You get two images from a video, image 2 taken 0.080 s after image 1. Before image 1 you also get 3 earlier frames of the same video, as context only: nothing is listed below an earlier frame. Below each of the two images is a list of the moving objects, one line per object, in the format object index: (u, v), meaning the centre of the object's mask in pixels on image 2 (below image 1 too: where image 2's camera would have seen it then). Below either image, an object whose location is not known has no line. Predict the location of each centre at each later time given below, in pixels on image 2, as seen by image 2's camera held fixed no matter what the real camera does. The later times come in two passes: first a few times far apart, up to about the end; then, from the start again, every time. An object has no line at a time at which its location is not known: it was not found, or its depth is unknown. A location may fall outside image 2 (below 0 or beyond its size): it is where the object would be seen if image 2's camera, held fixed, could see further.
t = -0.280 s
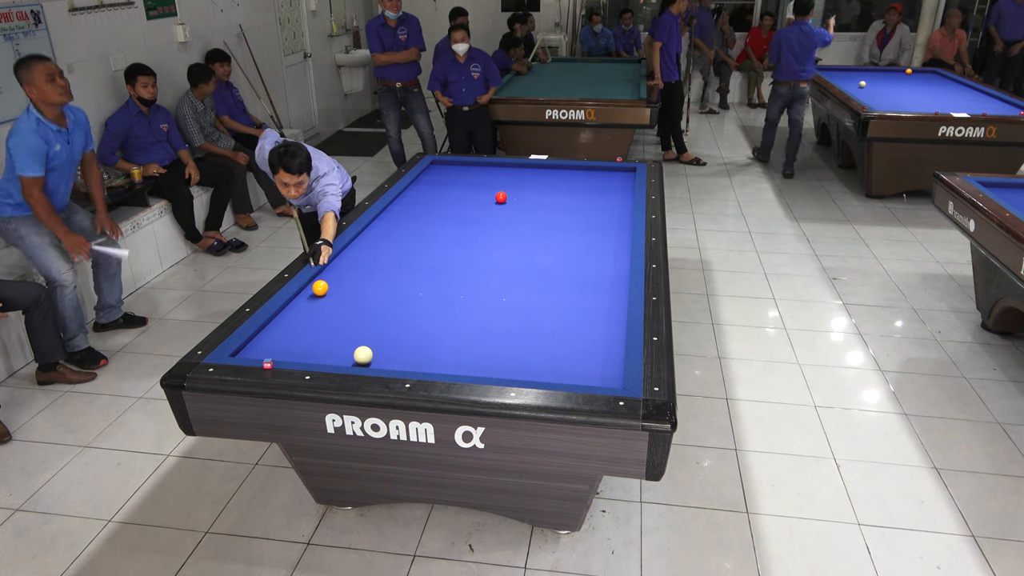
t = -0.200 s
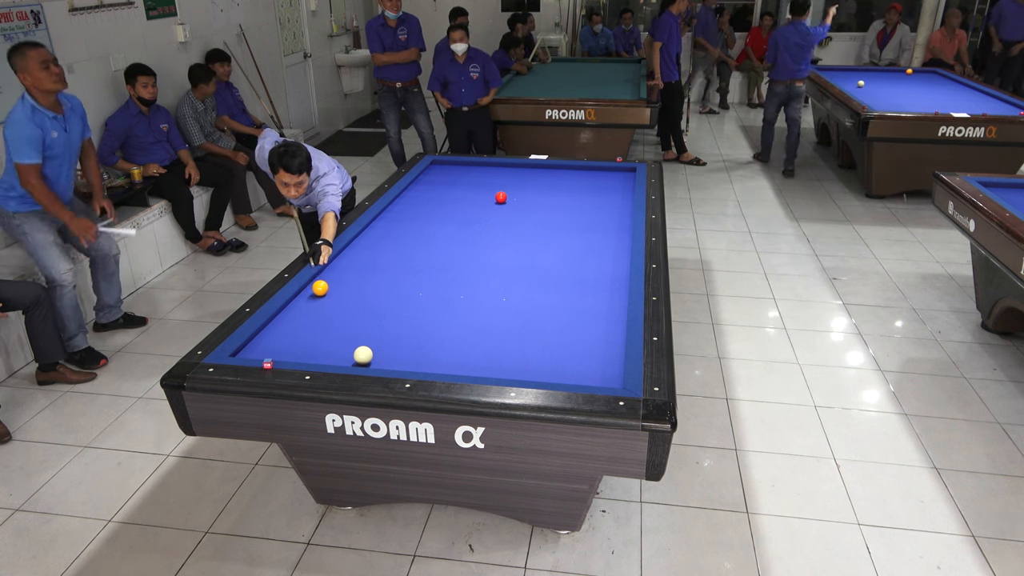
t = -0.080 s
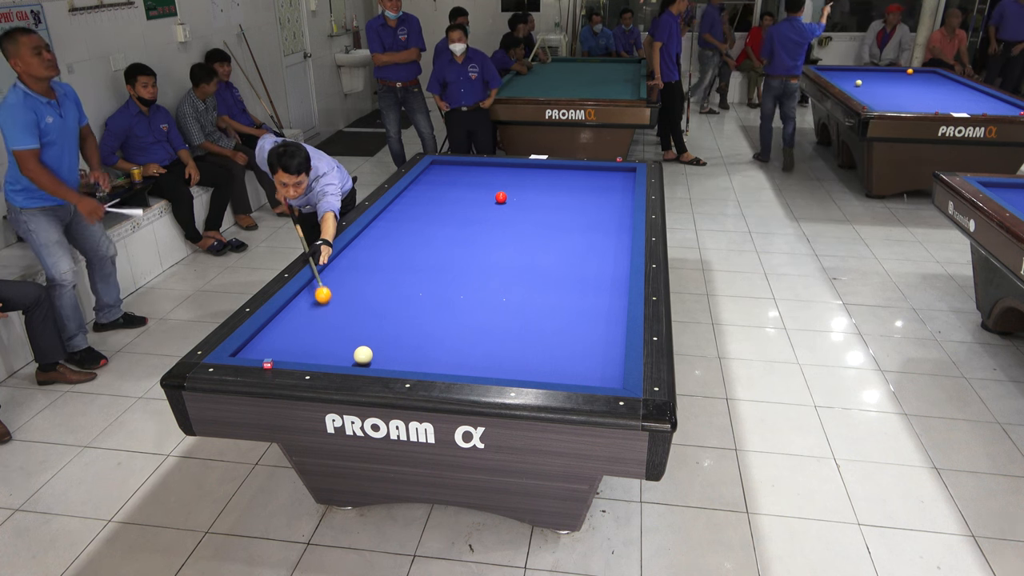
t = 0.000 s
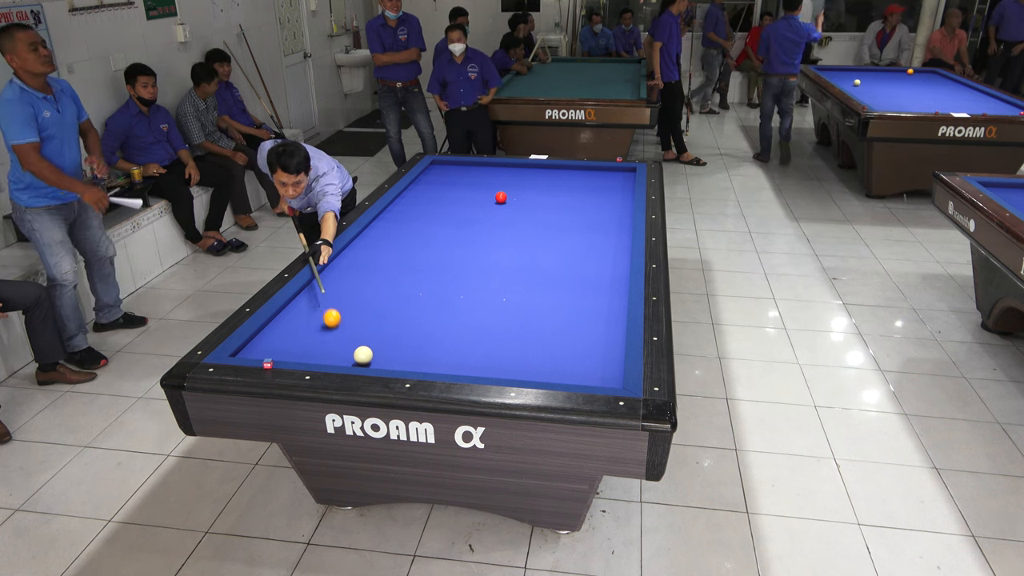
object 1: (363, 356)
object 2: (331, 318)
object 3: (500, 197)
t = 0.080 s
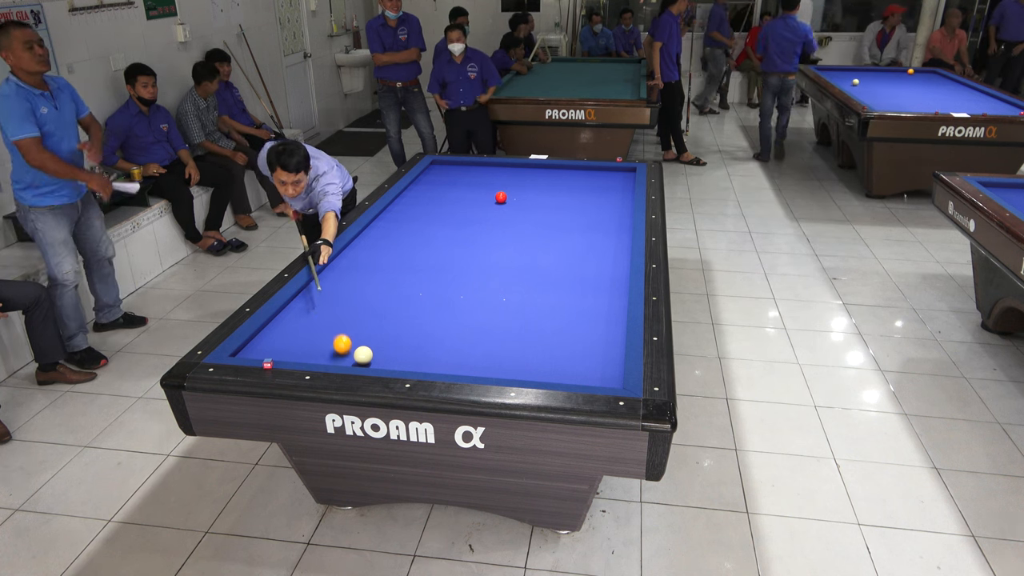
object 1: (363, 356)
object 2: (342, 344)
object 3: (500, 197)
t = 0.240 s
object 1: (417, 362)
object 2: (352, 338)
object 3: (500, 197)
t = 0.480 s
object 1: (497, 372)
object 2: (384, 294)
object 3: (500, 197)
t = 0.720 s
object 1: (573, 377)
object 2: (413, 267)
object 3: (500, 197)
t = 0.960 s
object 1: (588, 377)
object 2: (438, 246)
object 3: (500, 197)
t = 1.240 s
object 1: (538, 372)
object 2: (463, 225)
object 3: (500, 197)
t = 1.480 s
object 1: (499, 368)
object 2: (482, 210)
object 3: (500, 198)
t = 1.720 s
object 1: (463, 365)
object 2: (491, 199)
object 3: (508, 194)
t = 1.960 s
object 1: (428, 361)
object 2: (486, 195)
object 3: (526, 187)
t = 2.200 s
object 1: (394, 358)
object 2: (483, 190)
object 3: (541, 182)
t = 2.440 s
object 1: (362, 354)
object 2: (480, 186)
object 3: (555, 176)
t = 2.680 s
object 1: (332, 351)
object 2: (477, 182)
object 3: (568, 171)
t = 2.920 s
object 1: (303, 348)
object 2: (474, 178)
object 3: (579, 167)
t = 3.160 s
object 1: (275, 345)
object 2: (472, 174)
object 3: (585, 170)
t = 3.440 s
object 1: (259, 343)
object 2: (469, 171)
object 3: (592, 174)
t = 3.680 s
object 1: (274, 344)
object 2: (467, 168)
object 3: (598, 177)
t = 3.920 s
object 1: (288, 345)
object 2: (465, 165)
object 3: (603, 180)
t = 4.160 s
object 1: (301, 346)
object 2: (462, 163)
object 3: (609, 182)
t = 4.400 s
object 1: (314, 346)
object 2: (459, 164)
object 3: (614, 185)
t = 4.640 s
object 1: (325, 347)
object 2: (455, 165)
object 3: (619, 188)
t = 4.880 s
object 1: (336, 348)
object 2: (452, 166)
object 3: (624, 190)
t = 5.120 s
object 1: (346, 349)
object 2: (450, 167)
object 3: (629, 192)
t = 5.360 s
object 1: (356, 350)
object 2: (447, 167)
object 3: (626, 194)
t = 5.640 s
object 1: (366, 350)
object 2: (445, 168)
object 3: (624, 195)
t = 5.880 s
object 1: (373, 351)
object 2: (443, 168)
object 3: (621, 196)
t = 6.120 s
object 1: (380, 351)
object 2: (442, 169)
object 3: (619, 197)
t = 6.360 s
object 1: (386, 352)
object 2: (441, 169)
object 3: (618, 198)
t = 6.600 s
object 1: (391, 352)
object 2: (441, 169)
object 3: (616, 198)
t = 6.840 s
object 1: (395, 352)
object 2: (440, 169)
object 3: (615, 198)
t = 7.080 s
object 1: (398, 352)
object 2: (440, 169)
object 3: (615, 199)
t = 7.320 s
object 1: (401, 352)
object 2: (441, 169)
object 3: (614, 199)
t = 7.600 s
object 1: (402, 353)
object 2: (440, 169)
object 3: (614, 199)
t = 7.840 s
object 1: (402, 353)
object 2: (441, 169)
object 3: (614, 199)
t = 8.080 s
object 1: (402, 353)
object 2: (440, 169)
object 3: (614, 199)
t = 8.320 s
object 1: (402, 353)
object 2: (441, 169)
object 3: (614, 199)
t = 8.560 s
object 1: (402, 353)
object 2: (441, 169)
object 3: (614, 199)
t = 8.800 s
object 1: (402, 353)
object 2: (440, 169)
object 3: (614, 199)
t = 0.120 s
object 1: (369, 357)
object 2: (342, 357)
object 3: (500, 197)
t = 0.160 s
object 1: (386, 359)
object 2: (340, 357)
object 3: (500, 197)
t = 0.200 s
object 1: (402, 361)
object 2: (346, 348)
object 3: (500, 197)
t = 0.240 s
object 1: (417, 362)
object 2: (352, 338)
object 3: (500, 197)
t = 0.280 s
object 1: (431, 364)
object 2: (358, 330)
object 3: (500, 197)
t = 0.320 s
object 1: (445, 366)
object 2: (363, 321)
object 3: (500, 197)
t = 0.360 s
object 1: (458, 367)
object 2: (369, 314)
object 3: (500, 197)
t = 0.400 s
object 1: (471, 369)
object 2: (374, 307)
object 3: (500, 197)
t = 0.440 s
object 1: (484, 370)
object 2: (379, 300)
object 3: (500, 197)
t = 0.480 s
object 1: (497, 372)
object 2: (384, 294)
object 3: (500, 197)
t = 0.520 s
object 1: (510, 373)
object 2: (389, 289)
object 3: (501, 197)
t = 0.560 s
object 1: (522, 374)
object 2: (394, 284)
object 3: (501, 197)
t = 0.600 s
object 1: (535, 375)
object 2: (399, 279)
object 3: (501, 197)
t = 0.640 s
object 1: (548, 376)
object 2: (404, 275)
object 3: (500, 197)
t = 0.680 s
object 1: (560, 376)
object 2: (408, 271)
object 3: (500, 197)
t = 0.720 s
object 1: (573, 377)
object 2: (413, 267)
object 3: (500, 197)
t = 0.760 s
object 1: (586, 378)
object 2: (417, 263)
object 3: (500, 197)
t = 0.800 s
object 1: (598, 379)
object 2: (422, 260)
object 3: (500, 197)
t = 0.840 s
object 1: (611, 380)
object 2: (426, 256)
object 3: (500, 197)
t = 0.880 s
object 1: (608, 379)
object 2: (430, 253)
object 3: (500, 197)
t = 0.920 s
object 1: (597, 378)
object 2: (434, 249)
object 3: (501, 197)
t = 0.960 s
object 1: (588, 377)
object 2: (438, 246)
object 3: (500, 197)
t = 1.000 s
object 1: (579, 376)
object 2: (442, 243)
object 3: (501, 197)
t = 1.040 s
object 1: (571, 376)
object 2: (446, 240)
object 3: (500, 197)
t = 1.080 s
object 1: (564, 375)
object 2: (449, 237)
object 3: (501, 197)
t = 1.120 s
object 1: (558, 374)
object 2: (453, 234)
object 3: (500, 197)
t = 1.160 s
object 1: (551, 374)
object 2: (457, 231)
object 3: (500, 197)
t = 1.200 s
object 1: (544, 373)
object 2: (460, 228)
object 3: (500, 197)
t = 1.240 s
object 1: (538, 372)
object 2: (463, 225)
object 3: (500, 197)
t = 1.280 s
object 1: (531, 372)
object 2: (466, 223)
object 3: (500, 197)
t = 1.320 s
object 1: (525, 371)
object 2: (470, 220)
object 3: (501, 197)
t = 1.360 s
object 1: (519, 370)
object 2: (473, 217)
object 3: (501, 197)
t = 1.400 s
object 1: (512, 370)
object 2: (476, 215)
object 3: (500, 197)
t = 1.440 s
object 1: (506, 369)
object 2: (479, 212)
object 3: (500, 197)
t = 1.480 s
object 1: (499, 368)
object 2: (482, 210)
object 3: (500, 198)
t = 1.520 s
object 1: (493, 368)
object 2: (485, 208)
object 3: (500, 198)
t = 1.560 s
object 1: (487, 367)
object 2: (488, 205)
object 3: (501, 198)
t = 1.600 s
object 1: (481, 367)
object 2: (490, 203)
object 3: (501, 197)
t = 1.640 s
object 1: (475, 366)
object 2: (493, 201)
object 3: (502, 197)
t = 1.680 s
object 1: (469, 365)
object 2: (492, 200)
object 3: (504, 196)
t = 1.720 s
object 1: (463, 365)
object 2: (491, 199)
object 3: (508, 194)
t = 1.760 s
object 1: (457, 364)
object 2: (489, 199)
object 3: (512, 193)
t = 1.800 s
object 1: (451, 363)
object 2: (489, 198)
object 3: (515, 192)
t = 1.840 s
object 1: (445, 363)
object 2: (488, 197)
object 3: (518, 191)
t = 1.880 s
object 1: (439, 362)
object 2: (487, 196)
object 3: (521, 189)
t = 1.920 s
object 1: (433, 362)
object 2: (487, 195)
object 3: (523, 189)
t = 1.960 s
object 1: (428, 361)
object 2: (486, 195)
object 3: (526, 187)
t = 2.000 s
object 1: (422, 361)
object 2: (486, 194)
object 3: (529, 186)
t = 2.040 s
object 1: (416, 360)
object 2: (485, 193)
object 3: (531, 185)
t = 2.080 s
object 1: (411, 359)
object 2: (485, 192)
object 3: (534, 184)
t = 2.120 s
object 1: (405, 359)
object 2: (484, 191)
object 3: (536, 183)
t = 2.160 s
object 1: (400, 358)
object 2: (484, 191)
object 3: (538, 182)
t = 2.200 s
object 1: (394, 358)
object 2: (483, 190)
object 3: (541, 182)
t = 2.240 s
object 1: (389, 357)
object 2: (483, 189)
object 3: (543, 180)
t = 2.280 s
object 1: (383, 356)
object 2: (482, 188)
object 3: (546, 179)
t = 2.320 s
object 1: (378, 356)
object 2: (481, 188)
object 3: (548, 178)
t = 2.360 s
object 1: (373, 355)
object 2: (481, 187)
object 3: (550, 177)
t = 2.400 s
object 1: (367, 355)
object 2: (480, 186)
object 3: (553, 177)
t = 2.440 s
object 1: (362, 354)
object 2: (480, 186)
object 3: (555, 176)
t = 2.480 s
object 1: (357, 354)
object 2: (479, 185)
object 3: (557, 175)
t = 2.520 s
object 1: (352, 353)
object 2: (479, 184)
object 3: (559, 174)
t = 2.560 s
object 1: (347, 352)
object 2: (478, 184)
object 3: (562, 173)
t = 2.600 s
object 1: (342, 352)
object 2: (478, 183)
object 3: (564, 172)
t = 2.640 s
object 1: (337, 351)
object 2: (477, 182)
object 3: (566, 171)
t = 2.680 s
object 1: (332, 351)
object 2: (477, 182)
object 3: (568, 171)
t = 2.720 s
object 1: (327, 350)
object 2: (476, 181)
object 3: (570, 170)
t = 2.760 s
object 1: (322, 350)
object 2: (476, 180)
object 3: (572, 169)
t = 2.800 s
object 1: (317, 350)
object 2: (476, 180)
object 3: (574, 168)
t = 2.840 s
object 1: (312, 349)
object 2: (475, 179)
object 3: (576, 167)
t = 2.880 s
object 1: (307, 348)
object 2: (474, 178)
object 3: (578, 167)
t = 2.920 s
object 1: (303, 348)
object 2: (474, 178)
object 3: (579, 167)
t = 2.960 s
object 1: (298, 348)
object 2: (474, 177)
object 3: (580, 168)
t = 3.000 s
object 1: (293, 347)
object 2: (473, 177)
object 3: (581, 168)
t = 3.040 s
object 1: (288, 346)
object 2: (473, 176)
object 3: (582, 169)
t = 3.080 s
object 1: (284, 346)
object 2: (472, 176)
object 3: (583, 169)
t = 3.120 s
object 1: (279, 346)
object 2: (472, 175)
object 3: (584, 170)
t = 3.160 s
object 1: (275, 345)
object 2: (472, 174)
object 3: (585, 170)
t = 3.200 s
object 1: (270, 344)
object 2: (471, 174)
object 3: (586, 171)
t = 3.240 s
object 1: (266, 344)
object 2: (471, 173)
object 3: (587, 172)
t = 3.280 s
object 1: (261, 344)
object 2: (470, 173)
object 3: (588, 172)
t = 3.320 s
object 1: (257, 343)
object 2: (470, 172)
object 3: (589, 172)
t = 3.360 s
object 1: (253, 343)
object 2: (470, 172)
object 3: (590, 173)
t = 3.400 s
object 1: (257, 343)
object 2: (469, 171)
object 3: (591, 173)
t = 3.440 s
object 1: (259, 343)
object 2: (469, 171)
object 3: (592, 174)
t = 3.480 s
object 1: (262, 343)
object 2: (468, 170)
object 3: (593, 174)
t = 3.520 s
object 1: (264, 343)
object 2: (468, 170)
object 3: (594, 175)
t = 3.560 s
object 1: (267, 343)
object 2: (468, 169)
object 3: (595, 176)
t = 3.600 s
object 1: (269, 344)
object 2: (467, 169)
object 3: (596, 176)
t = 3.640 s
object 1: (272, 344)
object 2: (467, 168)
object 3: (597, 177)
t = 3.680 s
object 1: (274, 344)
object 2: (467, 168)
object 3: (598, 177)
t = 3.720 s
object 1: (277, 344)
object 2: (466, 167)
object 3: (599, 177)
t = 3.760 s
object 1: (279, 344)
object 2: (466, 167)
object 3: (599, 178)
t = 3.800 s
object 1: (281, 344)
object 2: (466, 166)
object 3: (600, 178)
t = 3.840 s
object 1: (284, 345)
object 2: (465, 166)
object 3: (601, 178)
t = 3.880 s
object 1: (286, 345)
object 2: (465, 165)
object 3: (602, 179)
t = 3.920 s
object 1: (288, 345)
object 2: (465, 165)
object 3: (603, 180)
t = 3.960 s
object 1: (290, 345)
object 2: (464, 164)
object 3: (604, 180)
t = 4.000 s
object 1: (293, 345)
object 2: (464, 164)
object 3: (605, 181)
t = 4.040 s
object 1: (295, 345)
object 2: (464, 164)
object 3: (606, 181)
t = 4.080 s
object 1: (297, 345)
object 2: (463, 163)
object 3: (607, 182)
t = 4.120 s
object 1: (299, 346)
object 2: (463, 163)
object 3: (608, 182)
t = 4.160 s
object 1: (301, 346)
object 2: (462, 163)
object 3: (609, 182)
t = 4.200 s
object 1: (304, 346)
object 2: (462, 163)
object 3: (610, 183)
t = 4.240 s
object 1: (306, 346)
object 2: (461, 163)
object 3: (610, 183)
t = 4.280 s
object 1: (308, 346)
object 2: (460, 163)
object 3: (611, 184)
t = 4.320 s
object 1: (310, 346)
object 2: (460, 163)
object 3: (612, 184)
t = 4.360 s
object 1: (312, 346)
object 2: (459, 164)
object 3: (613, 185)
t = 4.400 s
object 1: (314, 346)
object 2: (459, 164)
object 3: (614, 185)
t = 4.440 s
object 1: (316, 347)
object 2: (458, 164)
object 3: (615, 185)
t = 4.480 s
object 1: (318, 347)
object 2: (458, 164)
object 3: (616, 186)
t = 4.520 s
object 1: (320, 347)
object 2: (457, 164)
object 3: (617, 186)
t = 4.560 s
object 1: (322, 347)
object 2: (456, 165)
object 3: (617, 187)
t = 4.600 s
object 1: (324, 347)
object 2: (456, 165)
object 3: (618, 187)
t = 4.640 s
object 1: (325, 347)
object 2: (455, 165)
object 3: (619, 188)
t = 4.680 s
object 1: (327, 348)
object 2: (455, 165)
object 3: (620, 188)
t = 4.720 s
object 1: (329, 348)
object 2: (454, 165)
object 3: (621, 188)
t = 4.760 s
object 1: (331, 348)
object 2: (454, 165)
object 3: (622, 189)
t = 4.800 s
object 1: (333, 348)
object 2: (453, 165)
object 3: (623, 189)
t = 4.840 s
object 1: (335, 348)
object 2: (453, 166)
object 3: (624, 190)
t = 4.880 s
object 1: (336, 348)
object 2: (452, 166)
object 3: (624, 190)
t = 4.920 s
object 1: (338, 348)
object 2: (452, 166)
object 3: (625, 190)
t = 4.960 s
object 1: (340, 349)
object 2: (452, 166)
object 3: (626, 191)
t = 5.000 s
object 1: (341, 349)
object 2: (451, 166)
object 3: (627, 191)
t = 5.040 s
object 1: (343, 349)
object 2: (450, 166)
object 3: (628, 191)
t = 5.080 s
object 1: (345, 349)
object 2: (450, 167)
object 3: (628, 192)
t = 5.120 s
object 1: (346, 349)
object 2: (450, 167)
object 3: (629, 192)
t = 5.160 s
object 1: (348, 349)
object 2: (449, 167)
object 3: (628, 192)
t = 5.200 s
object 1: (349, 349)
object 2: (449, 167)
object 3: (628, 193)
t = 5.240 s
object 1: (351, 349)
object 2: (448, 167)
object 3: (628, 193)
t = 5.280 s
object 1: (352, 349)
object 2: (448, 167)
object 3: (627, 193)
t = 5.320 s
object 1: (354, 350)
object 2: (448, 167)
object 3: (627, 194)
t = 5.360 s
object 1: (356, 350)
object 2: (447, 167)
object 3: (626, 194)
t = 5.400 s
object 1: (357, 350)
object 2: (447, 167)
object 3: (626, 194)
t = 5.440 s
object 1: (359, 350)
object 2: (447, 168)
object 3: (626, 194)
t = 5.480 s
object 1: (360, 350)
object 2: (446, 168)
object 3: (625, 194)
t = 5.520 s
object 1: (361, 350)
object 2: (446, 168)
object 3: (625, 194)
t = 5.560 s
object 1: (363, 350)
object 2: (446, 168)
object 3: (624, 195)
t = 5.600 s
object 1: (364, 350)
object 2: (445, 168)
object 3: (624, 195)
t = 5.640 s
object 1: (366, 350)
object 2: (445, 168)
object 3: (624, 195)
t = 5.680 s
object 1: (367, 350)
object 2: (445, 168)
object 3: (623, 195)
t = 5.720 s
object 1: (368, 350)
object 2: (444, 168)
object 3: (623, 195)
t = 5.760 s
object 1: (369, 350)
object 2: (444, 168)
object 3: (622, 195)
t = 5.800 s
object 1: (371, 350)
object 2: (444, 168)
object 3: (622, 196)
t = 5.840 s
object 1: (372, 351)
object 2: (444, 168)
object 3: (622, 196)
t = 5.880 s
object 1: (373, 351)
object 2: (443, 168)
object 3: (621, 196)
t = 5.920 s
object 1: (374, 351)
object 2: (443, 169)
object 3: (621, 196)
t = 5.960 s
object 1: (375, 351)
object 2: (443, 169)
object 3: (621, 196)
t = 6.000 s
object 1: (377, 351)
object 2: (443, 169)
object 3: (620, 197)
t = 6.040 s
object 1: (378, 351)
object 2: (442, 169)
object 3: (620, 197)
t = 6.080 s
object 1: (379, 351)
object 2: (442, 169)
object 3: (620, 197)
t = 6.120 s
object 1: (380, 351)
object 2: (442, 169)
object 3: (619, 197)
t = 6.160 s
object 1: (381, 351)
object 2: (442, 169)
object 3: (619, 197)
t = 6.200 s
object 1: (382, 351)
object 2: (442, 169)
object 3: (619, 197)
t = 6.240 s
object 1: (383, 351)
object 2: (441, 169)
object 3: (619, 197)
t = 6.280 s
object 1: (384, 351)
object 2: (441, 169)
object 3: (618, 198)
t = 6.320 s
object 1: (385, 351)
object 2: (441, 169)
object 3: (618, 198)
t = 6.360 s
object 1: (386, 352)
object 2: (441, 169)
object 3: (618, 198)
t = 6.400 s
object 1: (387, 351)
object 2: (441, 169)
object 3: (617, 198)
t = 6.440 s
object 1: (388, 351)
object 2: (441, 169)
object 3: (617, 198)
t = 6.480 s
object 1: (388, 352)
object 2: (441, 169)
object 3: (617, 198)
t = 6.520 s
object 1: (389, 352)
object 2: (441, 169)
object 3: (617, 198)
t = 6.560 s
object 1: (390, 352)
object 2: (441, 169)
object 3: (616, 198)
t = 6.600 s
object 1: (391, 352)
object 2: (441, 169)
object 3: (616, 198)
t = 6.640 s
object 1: (392, 352)
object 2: (441, 169)
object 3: (616, 198)
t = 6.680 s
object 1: (392, 352)
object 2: (441, 169)
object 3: (616, 198)
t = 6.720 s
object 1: (393, 352)
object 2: (440, 169)
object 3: (616, 198)
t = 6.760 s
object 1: (394, 352)
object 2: (440, 169)
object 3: (616, 198)
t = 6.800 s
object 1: (394, 352)
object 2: (440, 169)
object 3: (615, 198)
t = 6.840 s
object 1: (395, 352)
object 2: (440, 169)
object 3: (615, 198)
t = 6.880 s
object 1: (396, 352)
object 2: (440, 169)
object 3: (615, 199)
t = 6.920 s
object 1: (396, 352)
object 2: (440, 169)
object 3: (615, 198)
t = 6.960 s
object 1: (397, 352)
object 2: (440, 169)
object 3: (615, 199)
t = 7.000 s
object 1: (397, 352)
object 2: (440, 169)
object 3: (615, 199)
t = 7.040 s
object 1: (398, 352)
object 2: (440, 169)
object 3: (615, 199)
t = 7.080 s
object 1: (398, 352)
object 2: (440, 169)
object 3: (615, 199)
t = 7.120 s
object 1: (399, 352)
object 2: (440, 169)
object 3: (615, 199)
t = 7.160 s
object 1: (399, 352)
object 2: (440, 169)
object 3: (615, 199)
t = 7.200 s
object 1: (400, 352)
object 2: (440, 169)
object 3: (614, 199)
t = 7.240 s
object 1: (400, 352)
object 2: (440, 169)
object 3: (614, 199)
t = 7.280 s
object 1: (400, 352)
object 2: (441, 169)
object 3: (614, 199)
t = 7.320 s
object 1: (401, 352)
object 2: (441, 169)
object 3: (614, 199)
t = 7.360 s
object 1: (401, 352)
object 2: (440, 169)
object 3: (614, 199)
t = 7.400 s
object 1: (401, 353)
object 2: (440, 169)
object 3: (614, 199)
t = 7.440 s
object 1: (401, 353)
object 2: (440, 169)
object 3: (614, 199)
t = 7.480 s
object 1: (401, 353)
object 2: (441, 169)
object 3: (614, 199)
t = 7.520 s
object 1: (402, 353)
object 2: (441, 169)
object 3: (614, 199)
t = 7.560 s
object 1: (402, 353)
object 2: (440, 169)
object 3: (614, 199)
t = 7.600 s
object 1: (402, 353)
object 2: (440, 169)
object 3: (614, 199)
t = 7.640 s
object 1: (402, 353)
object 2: (440, 169)
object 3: (614, 199)
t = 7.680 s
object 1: (402, 353)
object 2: (440, 169)
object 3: (614, 199)
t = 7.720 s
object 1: (402, 353)
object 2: (441, 169)
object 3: (614, 199)
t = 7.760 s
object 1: (402, 353)
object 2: (441, 169)
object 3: (614, 199)
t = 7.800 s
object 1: (402, 353)
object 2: (441, 169)
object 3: (614, 199)
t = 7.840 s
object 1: (402, 353)
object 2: (441, 169)
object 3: (614, 199)
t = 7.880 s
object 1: (402, 353)
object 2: (441, 169)
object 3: (614, 199)
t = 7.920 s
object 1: (402, 353)
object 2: (441, 169)
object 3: (614, 199)
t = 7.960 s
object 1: (402, 353)
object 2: (441, 169)
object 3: (614, 199)
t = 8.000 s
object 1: (402, 353)
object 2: (441, 169)
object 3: (614, 199)
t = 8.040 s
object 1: (402, 353)
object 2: (441, 169)
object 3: (614, 199)
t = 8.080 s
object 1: (402, 353)
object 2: (440, 169)
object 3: (614, 199)
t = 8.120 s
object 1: (402, 353)
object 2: (441, 169)
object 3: (614, 199)
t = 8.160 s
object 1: (402, 353)
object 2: (441, 169)
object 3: (614, 199)
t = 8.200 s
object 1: (402, 353)
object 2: (441, 169)
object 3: (614, 199)
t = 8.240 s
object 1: (402, 353)
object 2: (441, 169)
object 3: (614, 199)
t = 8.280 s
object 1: (402, 353)
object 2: (441, 169)
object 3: (614, 199)
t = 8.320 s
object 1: (402, 353)
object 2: (441, 169)
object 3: (614, 199)
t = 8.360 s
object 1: (402, 353)
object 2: (441, 169)
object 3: (614, 199)
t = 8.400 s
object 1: (402, 353)
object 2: (441, 169)
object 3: (614, 199)
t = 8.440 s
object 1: (402, 353)
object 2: (440, 169)
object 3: (614, 199)
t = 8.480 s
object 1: (402, 353)
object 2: (441, 169)
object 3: (614, 199)
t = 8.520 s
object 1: (402, 353)
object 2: (441, 169)
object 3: (614, 199)
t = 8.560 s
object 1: (402, 353)
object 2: (441, 169)
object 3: (614, 199)
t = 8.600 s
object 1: (402, 353)
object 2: (440, 169)
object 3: (614, 199)
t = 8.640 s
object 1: (402, 353)
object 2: (441, 169)
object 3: (614, 199)
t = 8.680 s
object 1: (402, 353)
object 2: (441, 169)
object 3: (614, 199)
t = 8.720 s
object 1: (402, 353)
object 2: (441, 169)
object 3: (614, 199)
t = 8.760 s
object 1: (402, 353)
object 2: (441, 169)
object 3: (614, 199)
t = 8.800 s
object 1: (402, 353)
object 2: (440, 169)
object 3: (614, 199)
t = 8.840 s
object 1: (402, 353)
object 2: (440, 169)
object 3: (614, 199)
